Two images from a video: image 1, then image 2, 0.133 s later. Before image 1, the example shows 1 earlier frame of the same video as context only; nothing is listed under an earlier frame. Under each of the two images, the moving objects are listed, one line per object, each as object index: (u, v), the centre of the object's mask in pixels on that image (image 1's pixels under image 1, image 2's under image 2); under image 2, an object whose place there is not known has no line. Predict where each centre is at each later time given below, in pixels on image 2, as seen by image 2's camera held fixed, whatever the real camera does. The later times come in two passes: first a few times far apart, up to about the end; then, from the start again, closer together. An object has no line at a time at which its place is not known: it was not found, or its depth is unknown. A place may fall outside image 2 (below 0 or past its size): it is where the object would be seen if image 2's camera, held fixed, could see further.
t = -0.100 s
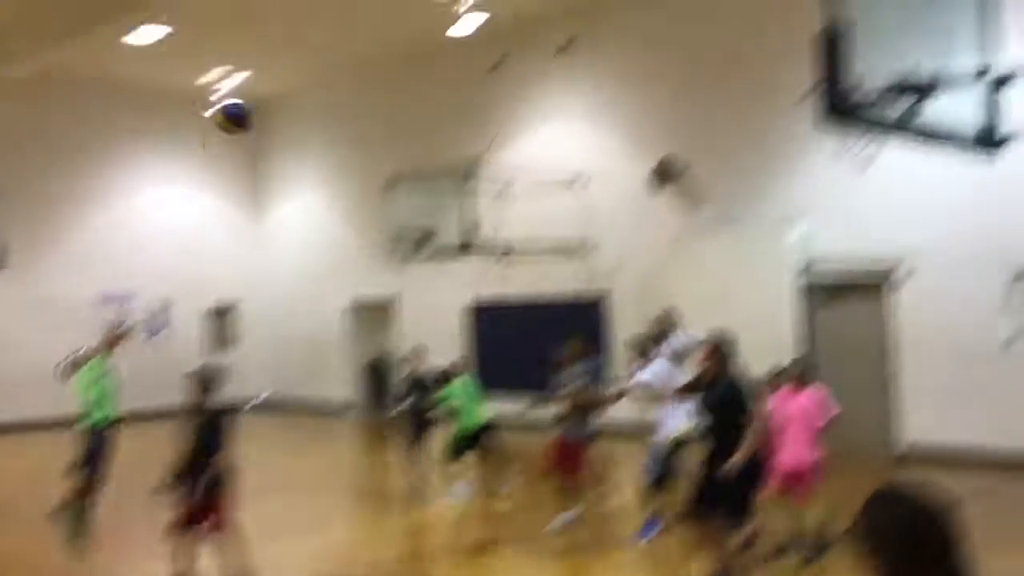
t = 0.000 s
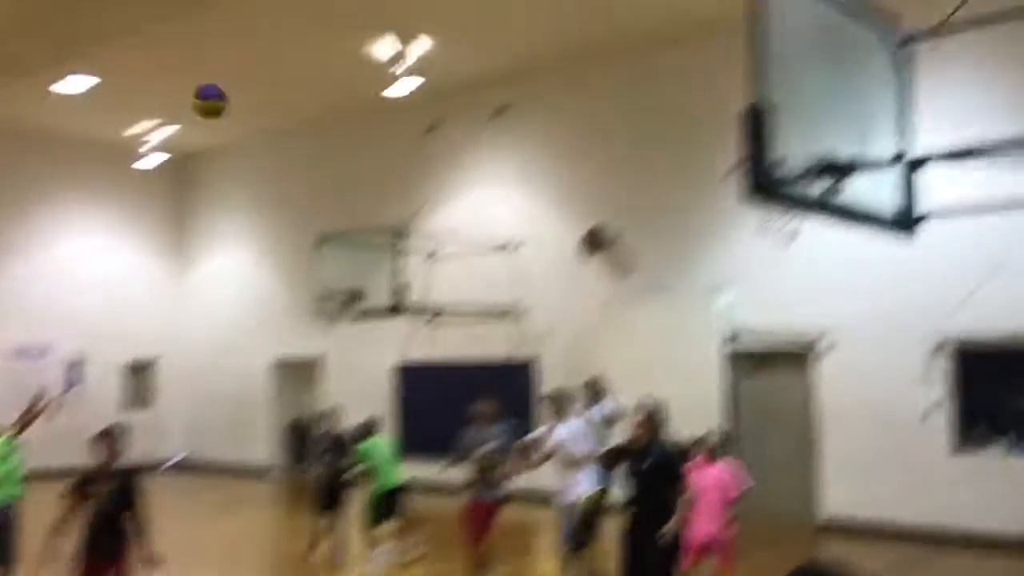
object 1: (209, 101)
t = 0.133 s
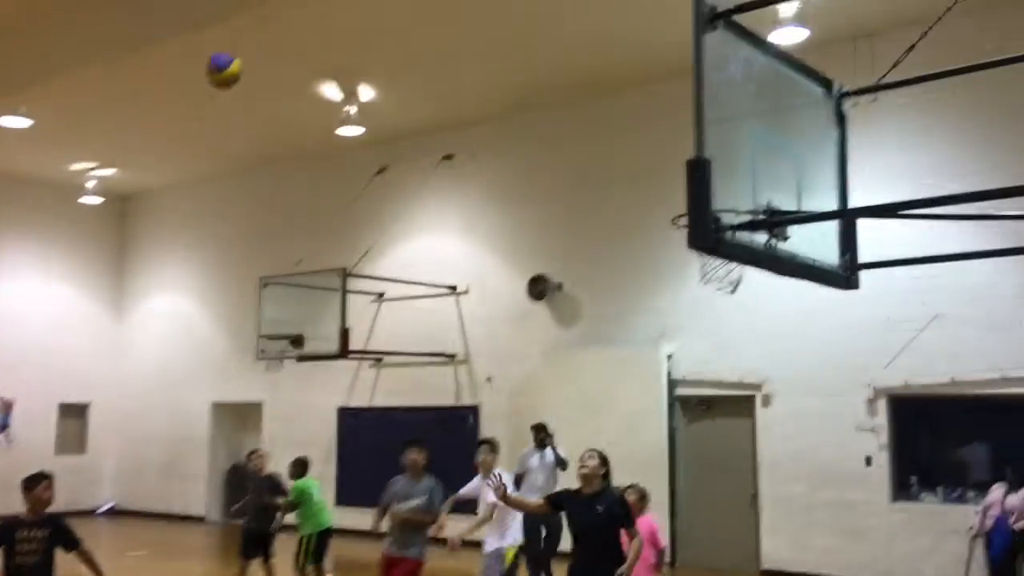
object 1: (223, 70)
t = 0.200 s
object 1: (259, 43)
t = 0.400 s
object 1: (366, 7)
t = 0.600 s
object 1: (480, 18)
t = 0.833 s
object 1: (617, 104)
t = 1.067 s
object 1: (746, 271)
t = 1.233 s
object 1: (721, 271)
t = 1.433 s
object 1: (695, 293)
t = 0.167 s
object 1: (241, 56)
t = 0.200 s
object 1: (259, 43)
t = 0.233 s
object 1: (277, 32)
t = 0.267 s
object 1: (295, 23)
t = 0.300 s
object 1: (314, 15)
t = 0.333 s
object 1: (329, 11)
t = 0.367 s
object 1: (349, 8)
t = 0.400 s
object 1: (366, 7)
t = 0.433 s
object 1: (384, 6)
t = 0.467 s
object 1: (404, 7)
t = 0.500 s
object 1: (423, 8)
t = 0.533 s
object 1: (441, 10)
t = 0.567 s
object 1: (461, 15)
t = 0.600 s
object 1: (480, 18)
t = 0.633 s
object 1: (500, 23)
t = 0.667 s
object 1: (516, 26)
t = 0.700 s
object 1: (535, 38)
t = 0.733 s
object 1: (556, 52)
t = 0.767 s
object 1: (576, 67)
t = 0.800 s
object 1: (597, 84)
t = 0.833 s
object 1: (617, 104)
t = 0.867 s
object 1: (638, 127)
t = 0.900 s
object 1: (661, 150)
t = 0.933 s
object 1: (675, 174)
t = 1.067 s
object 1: (746, 271)
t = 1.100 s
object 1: (745, 271)
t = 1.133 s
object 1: (739, 272)
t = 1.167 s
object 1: (734, 272)
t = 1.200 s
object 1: (727, 272)
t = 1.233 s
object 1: (721, 271)
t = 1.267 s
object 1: (717, 271)
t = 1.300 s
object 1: (712, 271)
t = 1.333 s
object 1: (708, 272)
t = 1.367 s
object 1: (705, 276)
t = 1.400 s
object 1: (699, 285)
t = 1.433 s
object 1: (695, 293)
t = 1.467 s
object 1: (692, 304)
